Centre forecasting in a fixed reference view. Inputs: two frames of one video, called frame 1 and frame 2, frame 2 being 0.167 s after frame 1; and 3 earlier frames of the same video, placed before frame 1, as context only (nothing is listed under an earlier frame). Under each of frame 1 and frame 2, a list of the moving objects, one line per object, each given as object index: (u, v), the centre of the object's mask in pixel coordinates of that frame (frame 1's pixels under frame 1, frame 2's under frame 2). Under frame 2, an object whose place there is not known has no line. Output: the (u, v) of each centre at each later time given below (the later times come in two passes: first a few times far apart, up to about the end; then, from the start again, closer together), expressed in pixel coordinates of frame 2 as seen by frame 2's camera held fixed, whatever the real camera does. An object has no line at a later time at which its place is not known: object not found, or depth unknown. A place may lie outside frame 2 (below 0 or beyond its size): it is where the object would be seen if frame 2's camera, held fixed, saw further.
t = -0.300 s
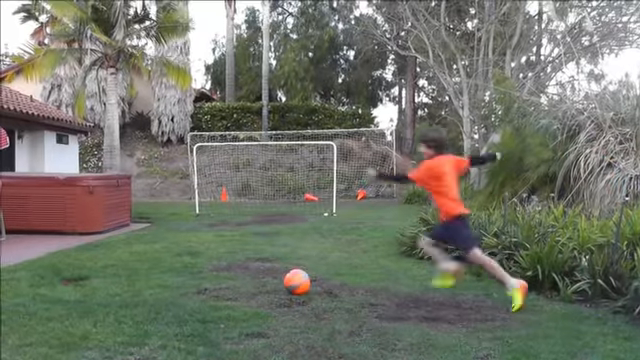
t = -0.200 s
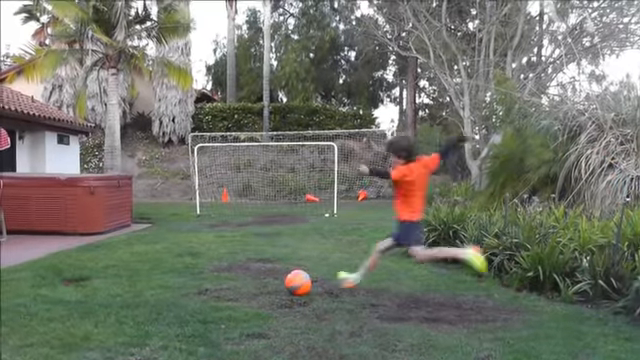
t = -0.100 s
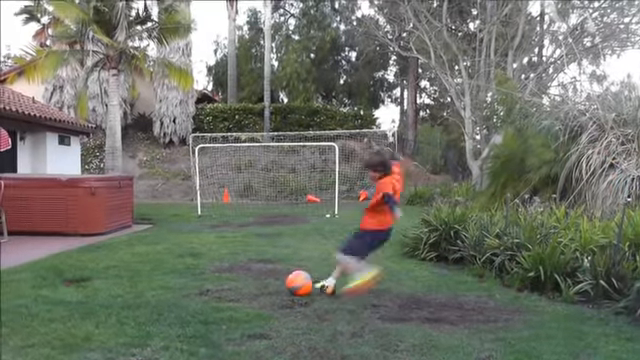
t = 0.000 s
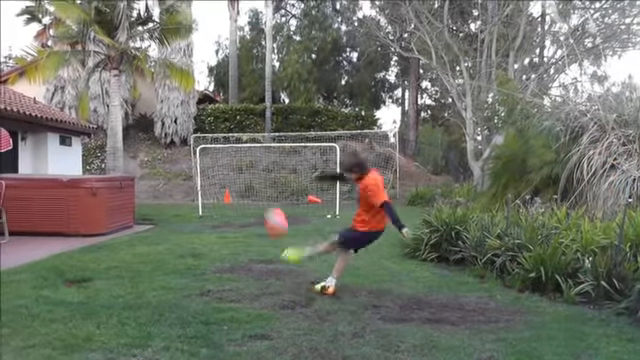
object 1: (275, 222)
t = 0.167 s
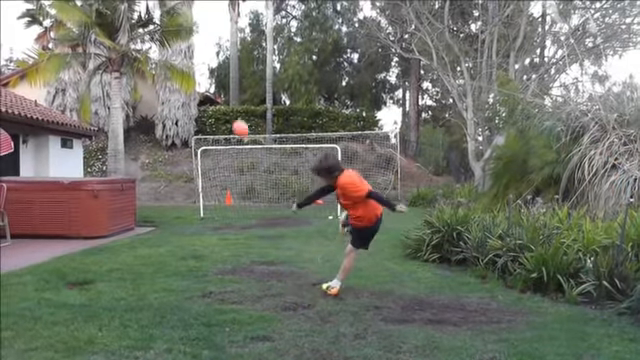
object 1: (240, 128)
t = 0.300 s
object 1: (228, 96)
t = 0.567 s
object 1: (219, 82)
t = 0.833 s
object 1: (218, 98)
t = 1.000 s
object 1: (219, 118)
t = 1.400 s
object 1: (220, 161)
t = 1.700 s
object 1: (213, 174)
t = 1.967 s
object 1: (209, 196)
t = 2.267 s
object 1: (207, 192)
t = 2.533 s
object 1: (206, 202)
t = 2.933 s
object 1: (204, 203)
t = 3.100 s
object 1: (204, 203)
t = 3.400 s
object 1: (197, 205)
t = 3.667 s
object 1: (196, 206)
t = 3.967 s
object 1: (192, 207)
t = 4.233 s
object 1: (190, 207)
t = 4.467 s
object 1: (187, 208)
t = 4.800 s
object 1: (185, 209)
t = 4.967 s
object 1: (184, 209)
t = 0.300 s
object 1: (228, 96)
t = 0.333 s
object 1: (226, 91)
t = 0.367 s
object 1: (224, 88)
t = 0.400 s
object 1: (223, 86)
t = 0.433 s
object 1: (221, 84)
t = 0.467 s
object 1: (220, 83)
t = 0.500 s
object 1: (219, 82)
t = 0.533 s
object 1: (219, 82)
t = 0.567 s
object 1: (219, 82)
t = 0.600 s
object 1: (218, 83)
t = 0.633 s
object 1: (218, 84)
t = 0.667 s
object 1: (218, 86)
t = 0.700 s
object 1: (218, 88)
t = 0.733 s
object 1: (218, 90)
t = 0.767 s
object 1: (218, 92)
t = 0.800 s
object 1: (218, 96)
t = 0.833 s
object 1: (218, 98)
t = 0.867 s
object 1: (218, 102)
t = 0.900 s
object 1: (218, 105)
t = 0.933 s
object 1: (218, 110)
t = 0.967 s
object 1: (219, 112)
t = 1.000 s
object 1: (219, 118)
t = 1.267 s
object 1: (223, 153)
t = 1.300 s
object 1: (222, 157)
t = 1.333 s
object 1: (221, 158)
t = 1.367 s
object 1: (222, 159)
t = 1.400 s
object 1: (220, 161)
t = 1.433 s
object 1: (219, 162)
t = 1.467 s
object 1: (219, 163)
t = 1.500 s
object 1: (218, 164)
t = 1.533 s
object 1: (216, 167)
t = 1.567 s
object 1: (216, 169)
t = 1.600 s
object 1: (215, 170)
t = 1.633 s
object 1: (215, 170)
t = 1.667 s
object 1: (214, 171)
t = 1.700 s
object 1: (213, 174)
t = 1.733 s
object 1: (213, 175)
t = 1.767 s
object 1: (213, 178)
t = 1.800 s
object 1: (210, 181)
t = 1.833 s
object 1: (211, 183)
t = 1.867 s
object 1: (211, 186)
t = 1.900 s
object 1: (210, 190)
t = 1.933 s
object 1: (210, 193)
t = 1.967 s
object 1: (209, 196)
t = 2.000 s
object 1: (208, 198)
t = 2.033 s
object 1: (208, 197)
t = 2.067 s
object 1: (208, 196)
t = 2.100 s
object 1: (208, 194)
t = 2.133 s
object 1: (208, 194)
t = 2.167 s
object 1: (208, 193)
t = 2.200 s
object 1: (208, 193)
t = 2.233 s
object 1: (207, 192)
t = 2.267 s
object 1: (207, 192)
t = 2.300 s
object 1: (207, 193)
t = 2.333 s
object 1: (206, 193)
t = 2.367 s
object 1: (206, 194)
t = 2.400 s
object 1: (207, 196)
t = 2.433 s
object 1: (206, 197)
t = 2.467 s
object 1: (205, 199)
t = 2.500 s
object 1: (205, 202)
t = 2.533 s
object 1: (206, 202)
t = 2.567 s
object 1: (205, 201)
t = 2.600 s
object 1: (205, 200)
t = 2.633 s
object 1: (205, 200)
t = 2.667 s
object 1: (205, 198)
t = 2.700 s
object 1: (205, 198)
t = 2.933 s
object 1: (204, 203)
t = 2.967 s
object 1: (204, 202)
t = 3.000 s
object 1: (204, 202)
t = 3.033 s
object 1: (204, 202)
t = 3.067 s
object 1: (205, 203)
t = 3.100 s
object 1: (204, 203)
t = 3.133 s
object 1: (204, 203)
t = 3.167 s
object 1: (205, 203)
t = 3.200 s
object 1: (204, 204)
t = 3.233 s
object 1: (204, 205)
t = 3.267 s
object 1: (204, 204)
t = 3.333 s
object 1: (196, 205)
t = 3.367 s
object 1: (196, 206)
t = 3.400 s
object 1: (197, 205)
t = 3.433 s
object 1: (197, 206)
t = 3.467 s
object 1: (197, 206)
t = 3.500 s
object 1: (196, 206)
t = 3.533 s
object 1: (196, 206)
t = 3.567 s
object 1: (196, 206)
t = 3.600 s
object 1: (196, 206)
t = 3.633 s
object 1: (196, 206)
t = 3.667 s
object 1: (196, 206)
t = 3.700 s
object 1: (196, 206)
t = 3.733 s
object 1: (196, 206)
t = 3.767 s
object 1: (195, 206)
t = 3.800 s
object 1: (194, 207)
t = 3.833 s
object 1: (193, 207)
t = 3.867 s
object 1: (192, 207)
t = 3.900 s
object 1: (192, 207)
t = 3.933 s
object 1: (192, 207)
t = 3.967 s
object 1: (192, 207)
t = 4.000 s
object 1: (192, 207)
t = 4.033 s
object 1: (191, 207)
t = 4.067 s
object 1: (191, 207)
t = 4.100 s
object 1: (191, 207)
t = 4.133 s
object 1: (191, 207)
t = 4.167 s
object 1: (191, 207)
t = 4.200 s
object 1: (190, 207)
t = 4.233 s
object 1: (190, 207)
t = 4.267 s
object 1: (189, 207)
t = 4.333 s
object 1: (189, 208)
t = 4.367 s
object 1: (188, 208)
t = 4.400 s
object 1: (188, 208)
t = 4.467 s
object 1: (187, 208)
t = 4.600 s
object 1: (186, 208)
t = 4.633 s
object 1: (186, 208)
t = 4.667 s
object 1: (186, 208)
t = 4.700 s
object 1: (186, 208)
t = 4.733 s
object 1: (186, 209)
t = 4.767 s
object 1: (185, 209)
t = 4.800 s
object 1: (185, 209)
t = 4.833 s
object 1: (185, 209)
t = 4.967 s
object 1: (184, 209)
